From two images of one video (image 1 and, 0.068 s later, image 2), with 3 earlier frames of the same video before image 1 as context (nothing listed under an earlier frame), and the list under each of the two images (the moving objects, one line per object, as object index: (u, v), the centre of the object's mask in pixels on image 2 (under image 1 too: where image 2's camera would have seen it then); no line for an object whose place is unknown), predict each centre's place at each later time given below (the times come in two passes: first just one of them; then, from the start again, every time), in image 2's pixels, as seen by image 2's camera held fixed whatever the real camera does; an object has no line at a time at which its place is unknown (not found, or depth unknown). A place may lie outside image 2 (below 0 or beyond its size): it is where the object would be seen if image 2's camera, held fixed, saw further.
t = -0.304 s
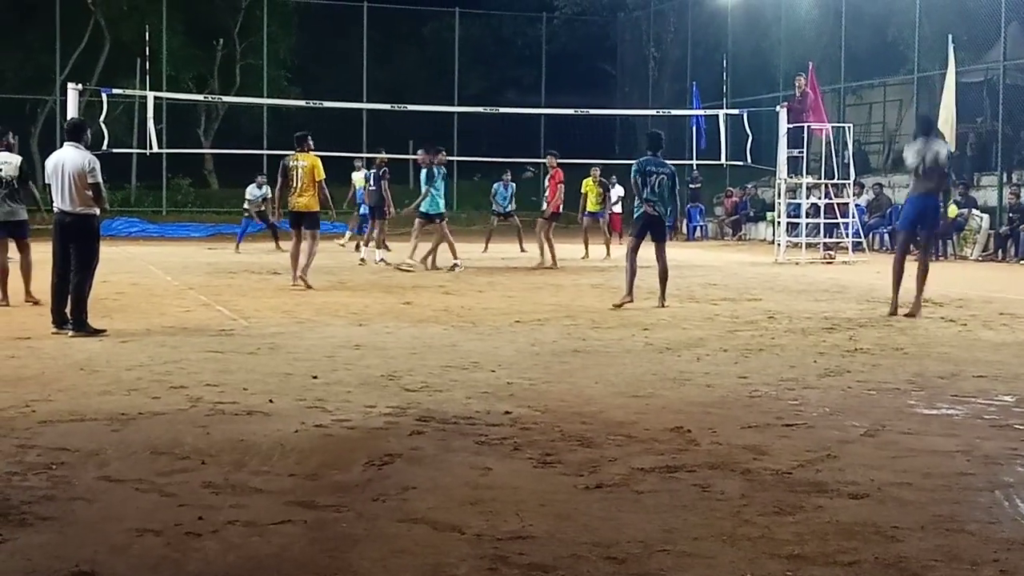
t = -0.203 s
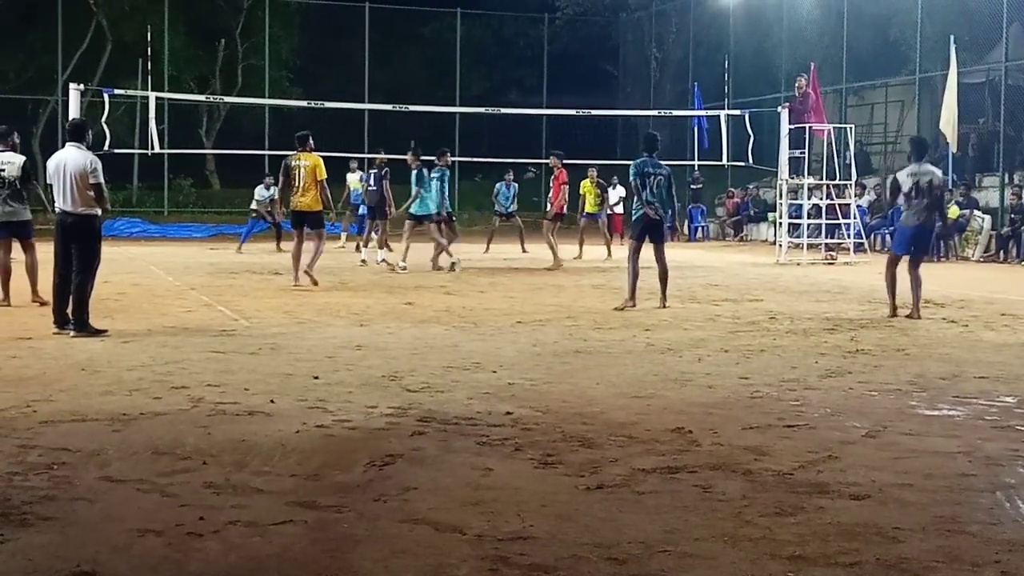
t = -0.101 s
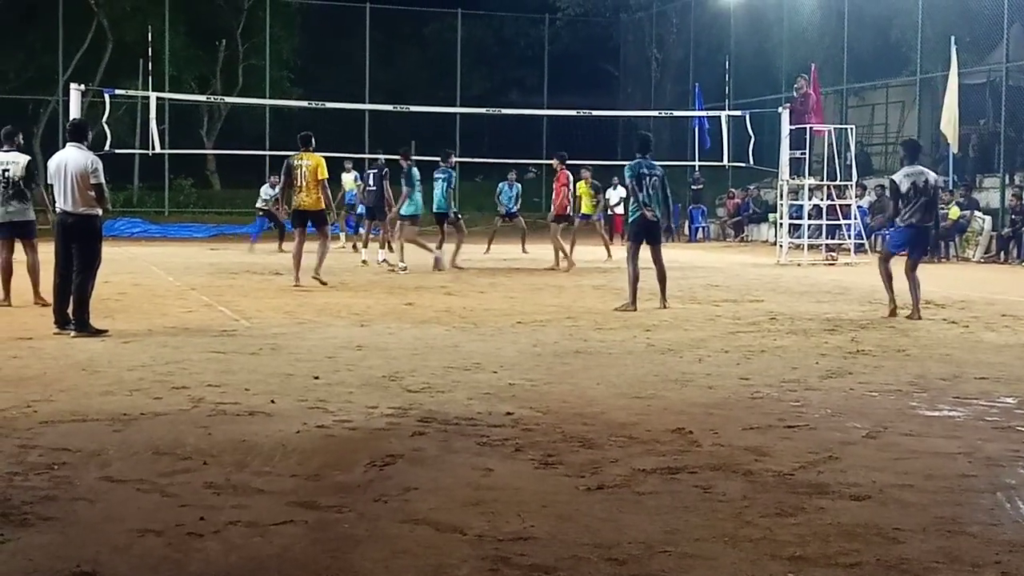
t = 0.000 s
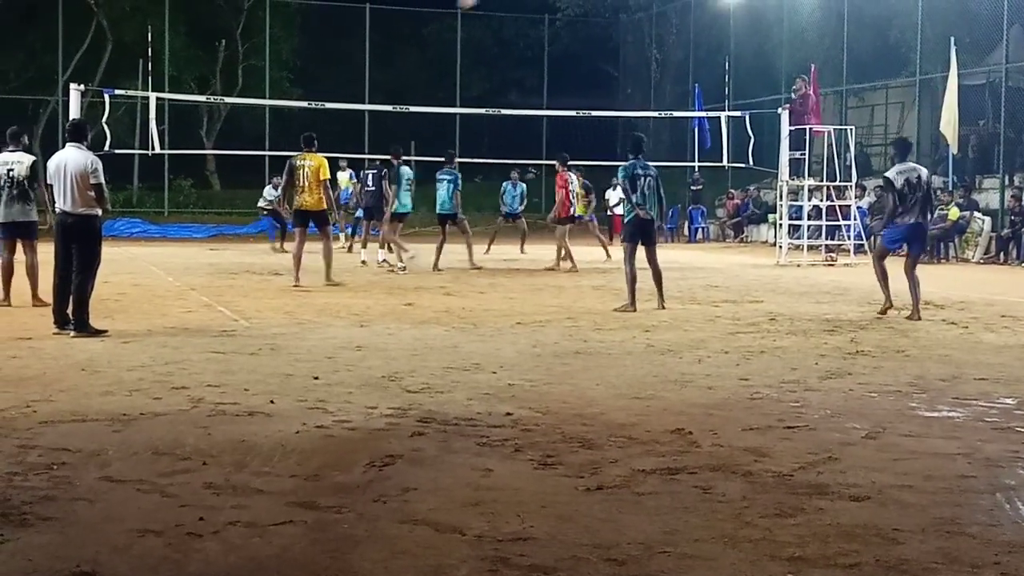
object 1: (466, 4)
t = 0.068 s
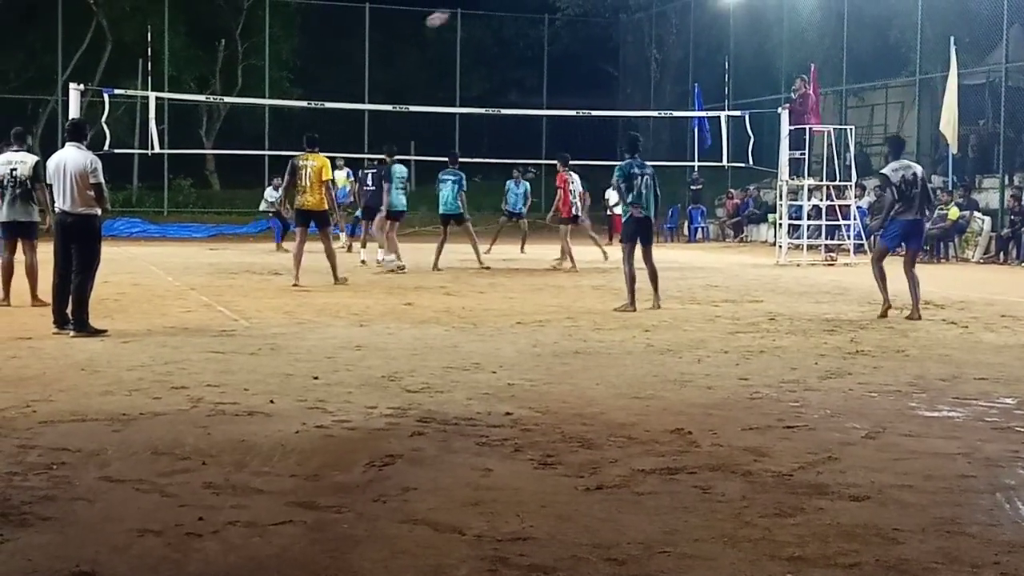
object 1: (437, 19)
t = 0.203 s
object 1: (383, 60)
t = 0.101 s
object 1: (423, 28)
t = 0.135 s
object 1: (409, 38)
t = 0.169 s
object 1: (396, 50)
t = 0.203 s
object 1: (383, 60)
